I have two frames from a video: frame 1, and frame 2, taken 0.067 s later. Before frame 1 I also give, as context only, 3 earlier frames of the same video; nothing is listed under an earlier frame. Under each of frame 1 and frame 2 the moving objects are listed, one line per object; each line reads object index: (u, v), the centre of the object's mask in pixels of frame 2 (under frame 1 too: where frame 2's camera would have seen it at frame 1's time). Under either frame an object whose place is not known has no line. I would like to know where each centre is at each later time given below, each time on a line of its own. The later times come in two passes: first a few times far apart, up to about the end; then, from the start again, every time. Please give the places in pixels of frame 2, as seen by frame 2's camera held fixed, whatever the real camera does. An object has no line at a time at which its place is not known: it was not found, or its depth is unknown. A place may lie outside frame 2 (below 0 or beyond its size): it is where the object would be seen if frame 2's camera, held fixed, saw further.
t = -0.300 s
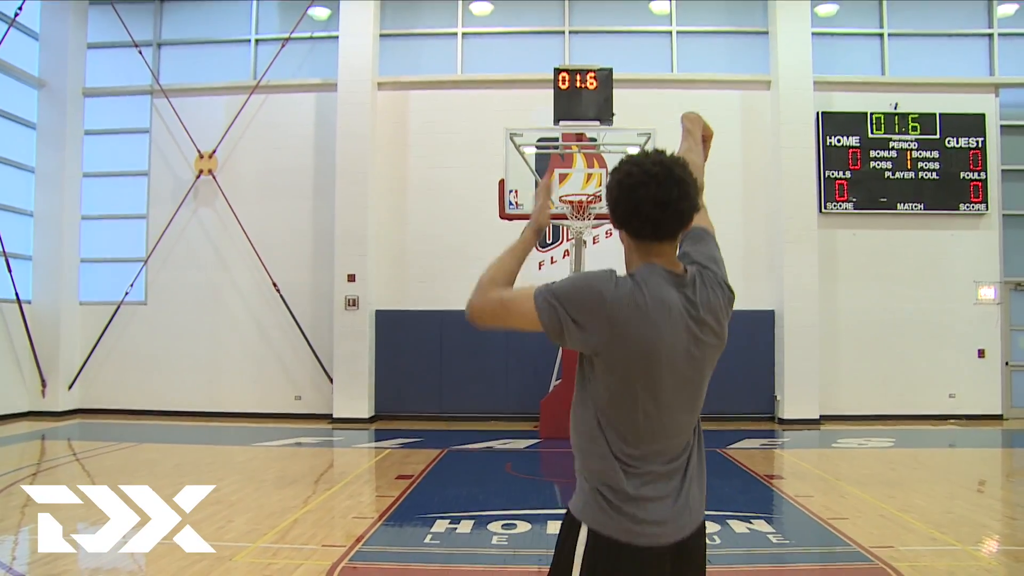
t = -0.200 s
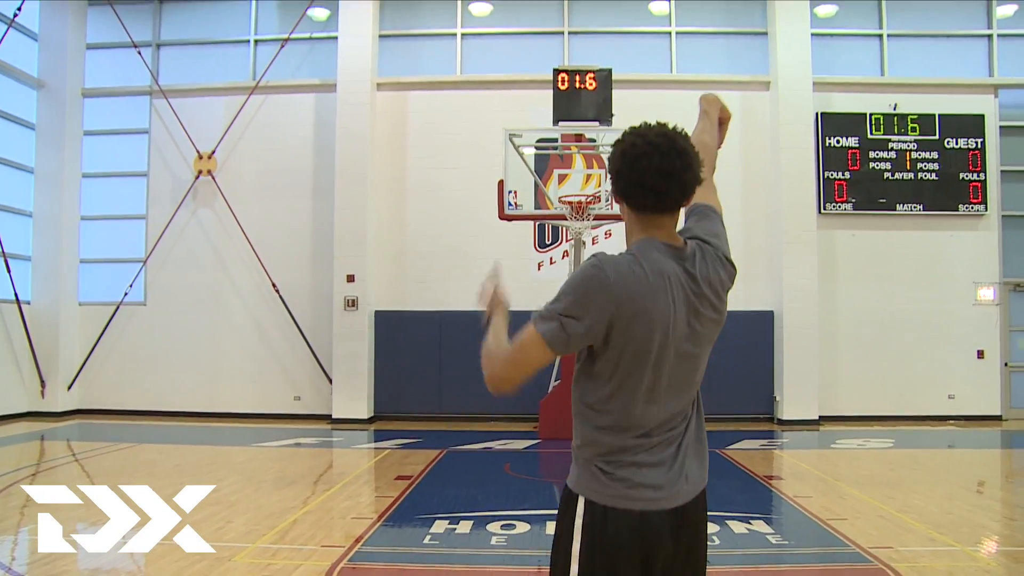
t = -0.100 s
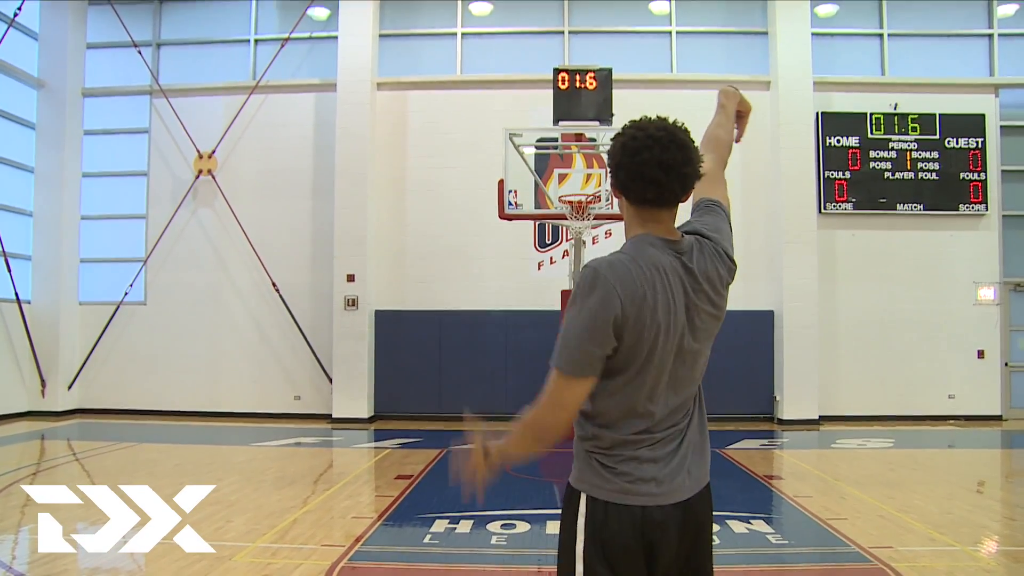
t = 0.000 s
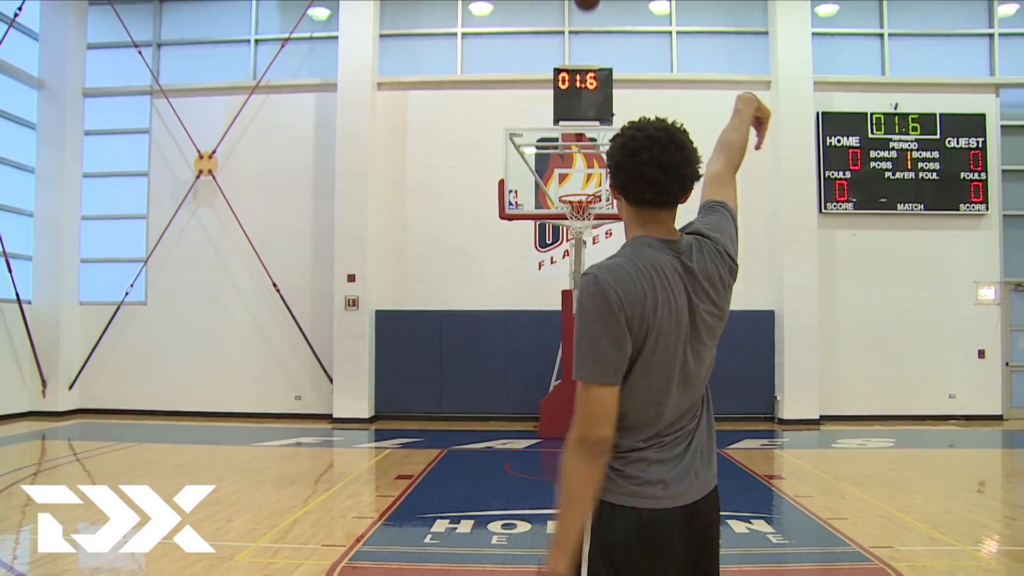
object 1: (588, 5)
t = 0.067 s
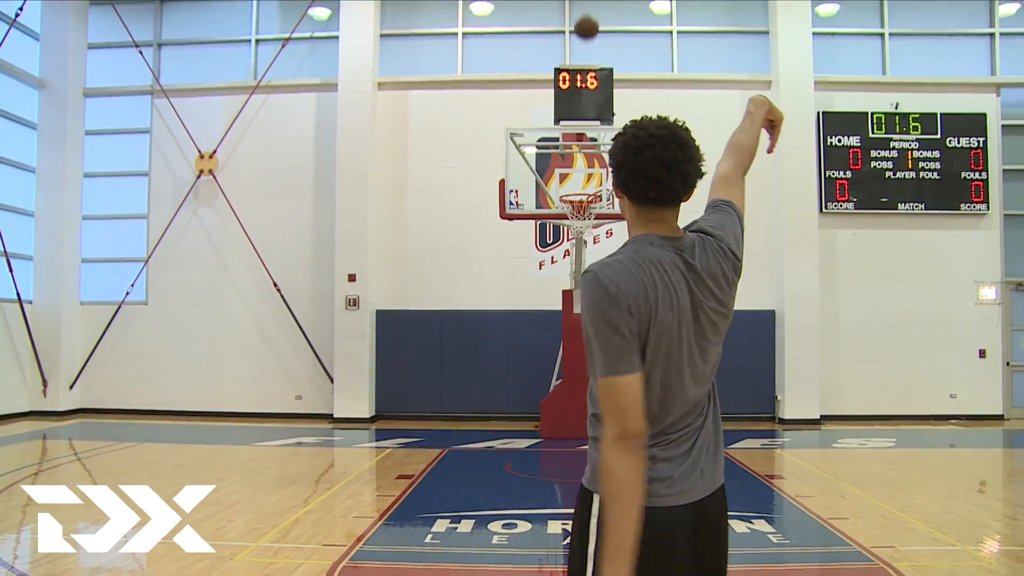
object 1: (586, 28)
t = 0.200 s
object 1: (584, 94)
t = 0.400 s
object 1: (584, 199)
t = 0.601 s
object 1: (578, 255)
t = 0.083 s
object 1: (586, 35)
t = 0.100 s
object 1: (586, 44)
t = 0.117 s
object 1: (586, 51)
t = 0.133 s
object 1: (586, 59)
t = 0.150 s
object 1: (585, 67)
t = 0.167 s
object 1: (585, 76)
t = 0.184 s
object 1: (585, 84)
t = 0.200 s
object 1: (584, 94)
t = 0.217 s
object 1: (584, 100)
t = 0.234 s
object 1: (585, 108)
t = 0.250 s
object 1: (584, 116)
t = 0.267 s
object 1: (584, 126)
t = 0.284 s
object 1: (585, 136)
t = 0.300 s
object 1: (584, 144)
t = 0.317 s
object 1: (585, 152)
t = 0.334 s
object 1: (584, 162)
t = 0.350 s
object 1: (584, 172)
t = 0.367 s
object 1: (584, 180)
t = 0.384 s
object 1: (584, 188)
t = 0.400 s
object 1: (584, 199)
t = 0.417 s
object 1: (584, 205)
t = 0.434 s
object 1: (583, 207)
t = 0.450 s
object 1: (580, 207)
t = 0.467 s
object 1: (581, 222)
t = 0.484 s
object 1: (581, 226)
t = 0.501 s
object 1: (581, 227)
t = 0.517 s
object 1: (581, 231)
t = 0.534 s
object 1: (580, 236)
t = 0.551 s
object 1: (580, 240)
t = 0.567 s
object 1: (579, 244)
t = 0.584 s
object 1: (578, 249)
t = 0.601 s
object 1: (578, 255)
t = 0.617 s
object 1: (577, 260)
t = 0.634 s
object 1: (576, 265)
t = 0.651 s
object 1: (576, 271)
